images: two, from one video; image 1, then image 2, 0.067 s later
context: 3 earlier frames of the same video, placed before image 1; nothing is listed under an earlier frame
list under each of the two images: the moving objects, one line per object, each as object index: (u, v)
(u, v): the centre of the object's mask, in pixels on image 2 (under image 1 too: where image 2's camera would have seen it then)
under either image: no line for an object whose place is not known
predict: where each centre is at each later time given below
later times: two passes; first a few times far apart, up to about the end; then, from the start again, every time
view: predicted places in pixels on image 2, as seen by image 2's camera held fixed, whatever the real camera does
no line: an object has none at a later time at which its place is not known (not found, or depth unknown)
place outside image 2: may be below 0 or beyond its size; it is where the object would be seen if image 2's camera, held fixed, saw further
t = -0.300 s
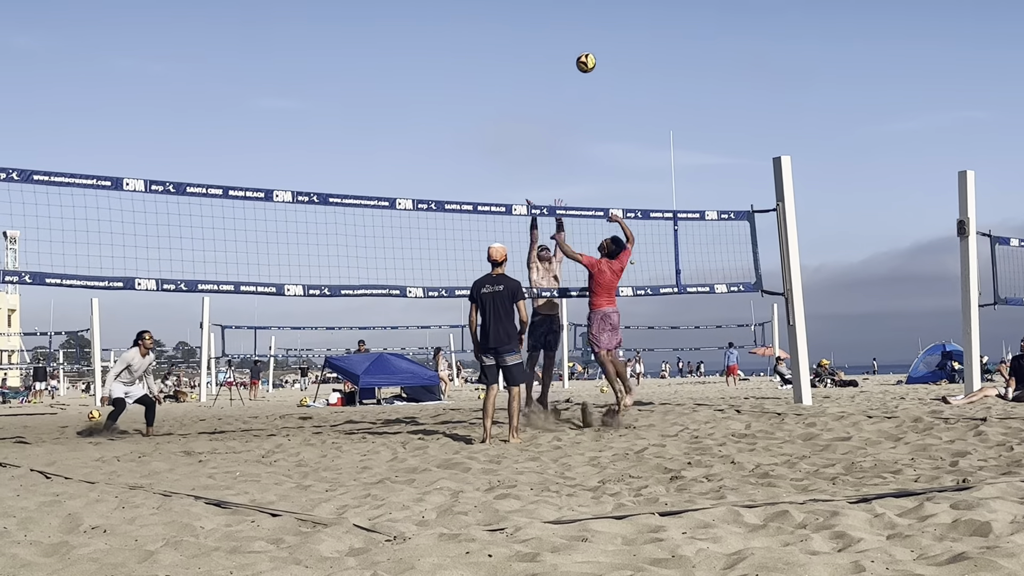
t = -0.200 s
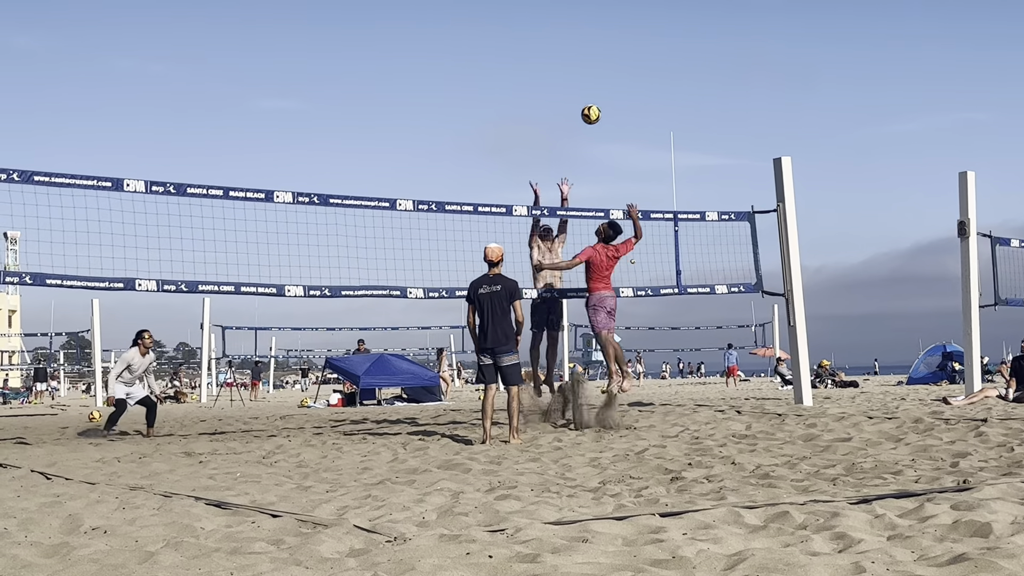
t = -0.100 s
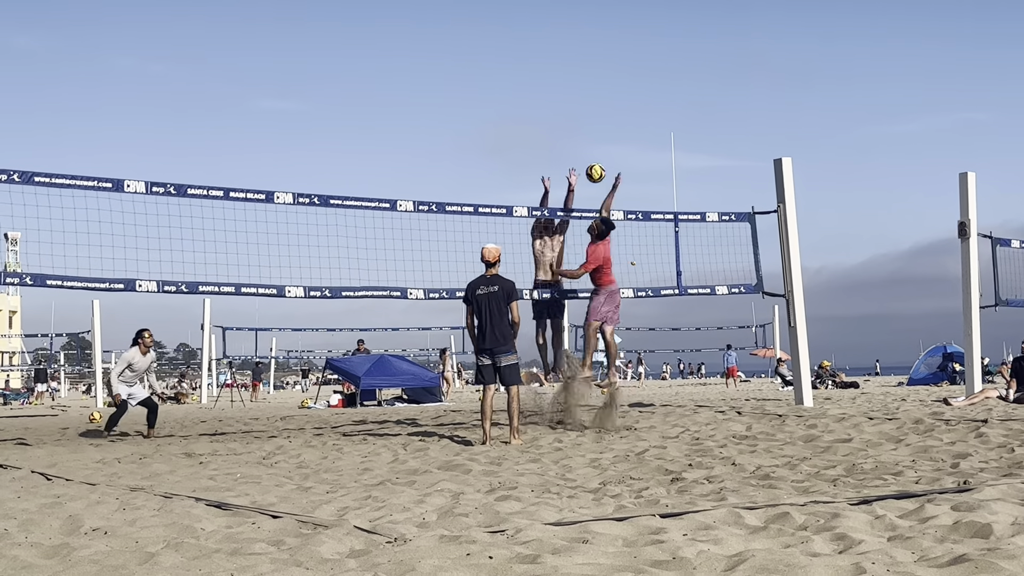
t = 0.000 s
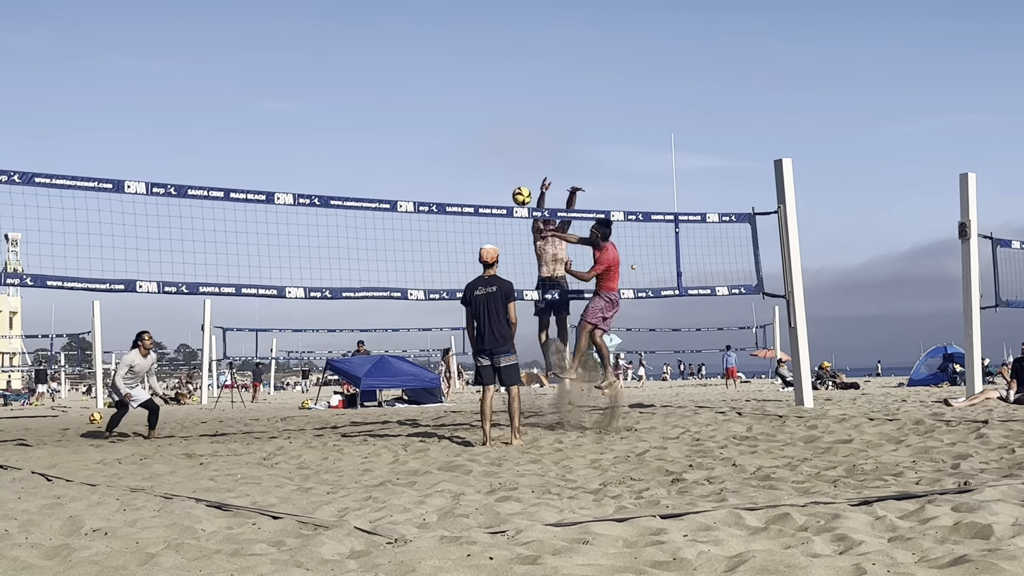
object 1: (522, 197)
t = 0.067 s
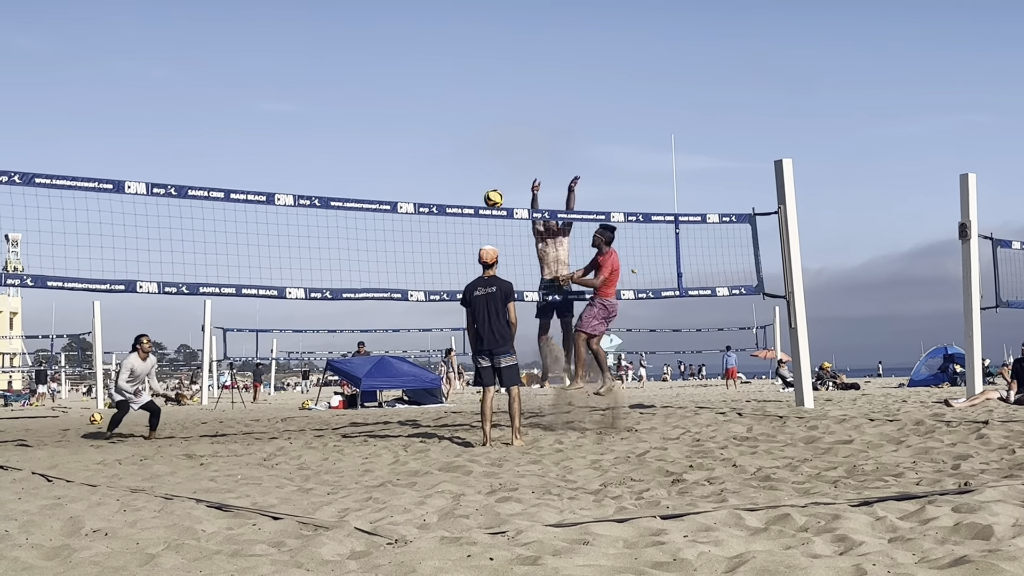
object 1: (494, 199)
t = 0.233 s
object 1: (425, 219)
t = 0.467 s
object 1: (330, 280)
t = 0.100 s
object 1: (480, 199)
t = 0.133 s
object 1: (466, 200)
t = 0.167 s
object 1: (453, 201)
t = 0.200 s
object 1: (439, 217)
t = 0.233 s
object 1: (425, 219)
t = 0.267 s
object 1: (412, 222)
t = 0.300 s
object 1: (398, 229)
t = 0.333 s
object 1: (384, 237)
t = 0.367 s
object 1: (371, 247)
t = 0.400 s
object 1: (357, 258)
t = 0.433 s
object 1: (343, 269)
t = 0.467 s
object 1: (330, 280)
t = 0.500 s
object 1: (316, 302)
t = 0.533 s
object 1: (301, 310)
